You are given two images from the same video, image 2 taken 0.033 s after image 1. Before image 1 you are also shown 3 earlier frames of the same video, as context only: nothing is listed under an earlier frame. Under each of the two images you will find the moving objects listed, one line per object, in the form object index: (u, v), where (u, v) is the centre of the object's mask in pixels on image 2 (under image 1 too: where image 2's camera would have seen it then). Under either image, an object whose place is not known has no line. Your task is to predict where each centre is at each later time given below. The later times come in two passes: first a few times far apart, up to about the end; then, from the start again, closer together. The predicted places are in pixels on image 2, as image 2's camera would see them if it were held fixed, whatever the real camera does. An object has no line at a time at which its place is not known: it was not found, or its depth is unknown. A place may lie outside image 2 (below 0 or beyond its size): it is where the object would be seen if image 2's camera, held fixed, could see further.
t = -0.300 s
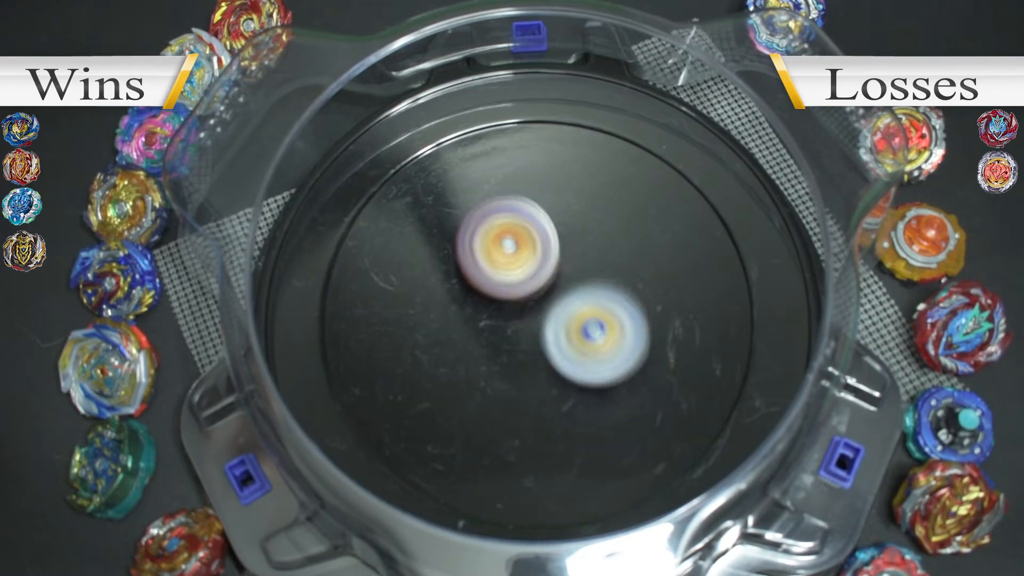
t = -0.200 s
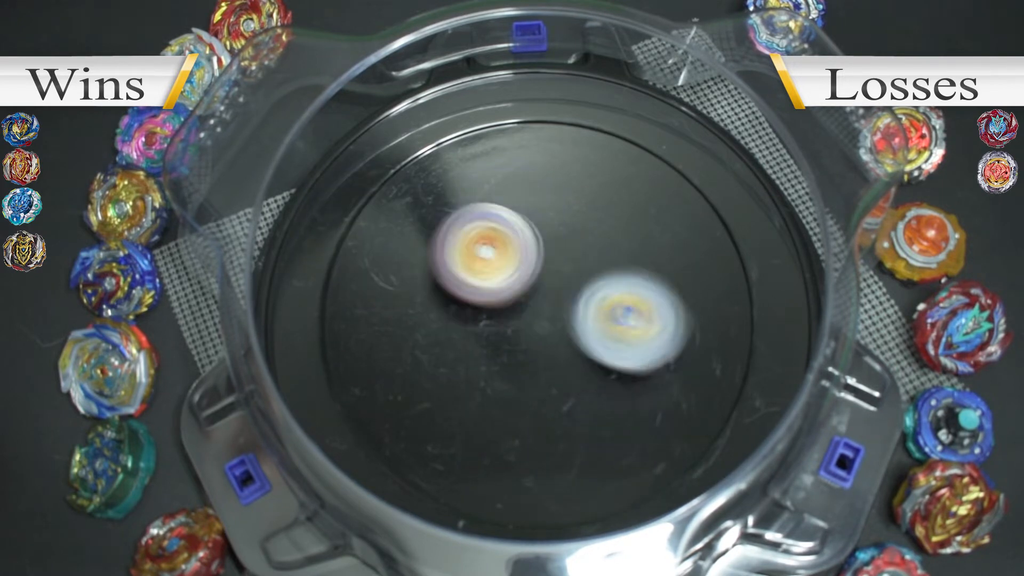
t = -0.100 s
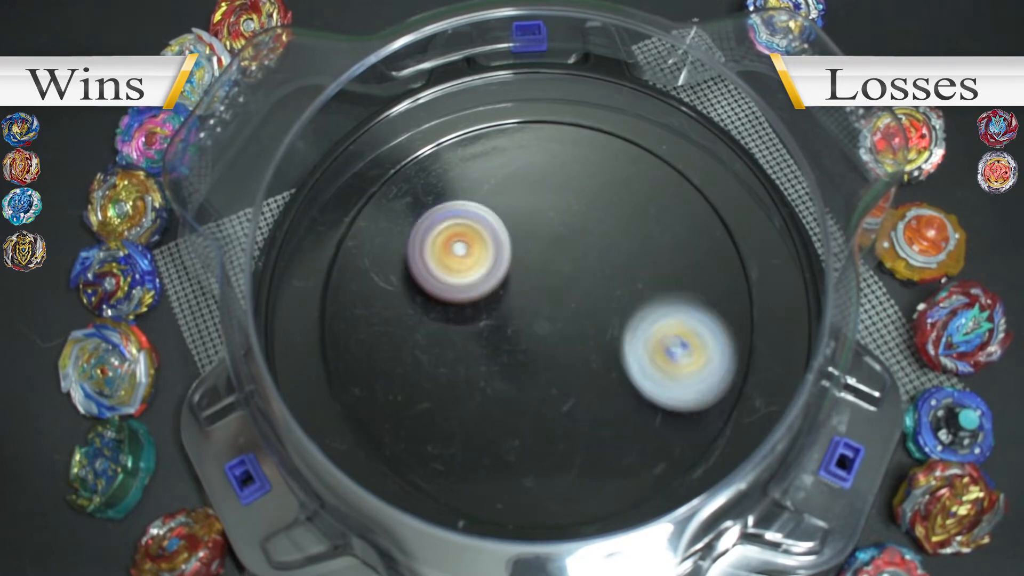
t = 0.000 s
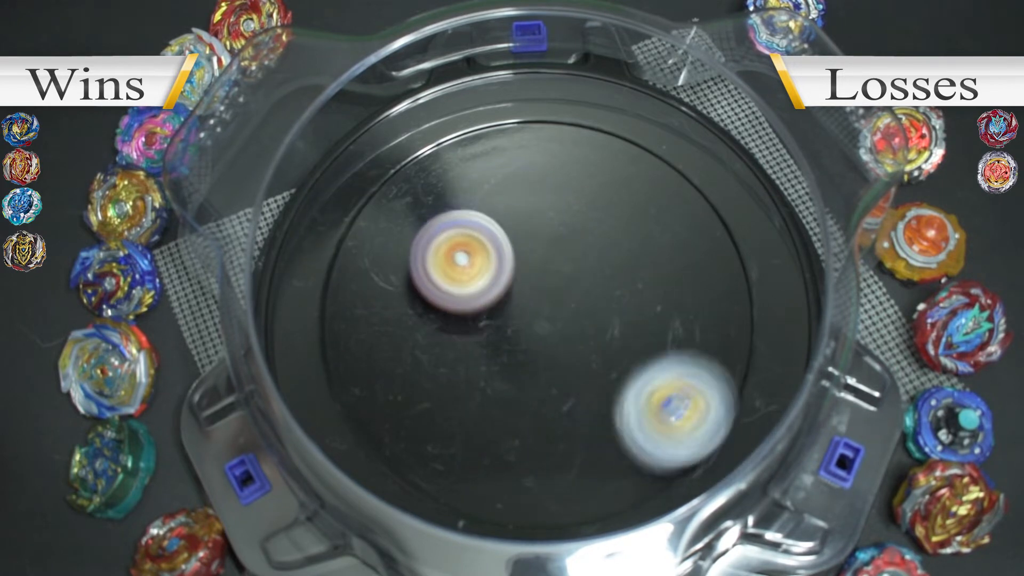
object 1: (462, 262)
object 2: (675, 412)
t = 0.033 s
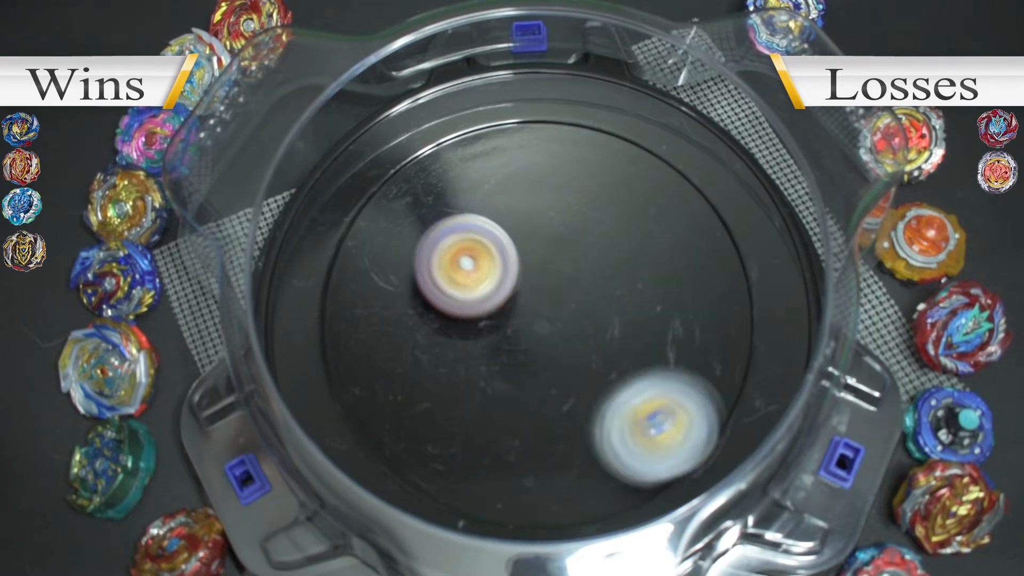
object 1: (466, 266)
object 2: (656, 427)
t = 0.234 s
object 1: (510, 277)
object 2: (506, 389)
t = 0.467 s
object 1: (576, 221)
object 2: (472, 299)
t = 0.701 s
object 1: (663, 199)
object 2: (411, 297)
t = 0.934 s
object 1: (630, 275)
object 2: (469, 347)
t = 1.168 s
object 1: (795, 141)
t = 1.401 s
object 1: (663, 177)
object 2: (462, 299)
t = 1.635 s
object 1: (629, 220)
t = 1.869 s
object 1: (567, 253)
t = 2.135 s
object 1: (456, 305)
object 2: (609, 348)
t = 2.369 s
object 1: (438, 351)
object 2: (713, 313)
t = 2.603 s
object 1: (478, 356)
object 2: (660, 320)
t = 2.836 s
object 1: (480, 390)
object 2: (580, 232)
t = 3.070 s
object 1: (502, 391)
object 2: (537, 160)
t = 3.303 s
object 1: (541, 355)
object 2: (517, 188)
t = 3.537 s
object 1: (609, 302)
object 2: (471, 289)
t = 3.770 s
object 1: (665, 253)
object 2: (455, 369)
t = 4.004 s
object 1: (589, 256)
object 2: (524, 411)
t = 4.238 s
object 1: (510, 294)
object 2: (601, 376)
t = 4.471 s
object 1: (495, 321)
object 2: (612, 301)
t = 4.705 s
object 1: (508, 337)
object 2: (557, 243)
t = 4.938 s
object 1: (531, 343)
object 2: (482, 254)
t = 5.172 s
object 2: (449, 323)
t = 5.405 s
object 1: (570, 328)
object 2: (480, 418)
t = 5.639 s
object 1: (567, 304)
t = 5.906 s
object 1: (559, 276)
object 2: (639, 348)
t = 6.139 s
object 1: (538, 275)
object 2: (638, 255)
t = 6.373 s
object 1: (534, 282)
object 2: (607, 233)
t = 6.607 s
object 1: (529, 291)
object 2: (580, 228)
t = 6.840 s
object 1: (529, 292)
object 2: (580, 229)
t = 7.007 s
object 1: (529, 292)
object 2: (580, 229)
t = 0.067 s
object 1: (473, 272)
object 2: (632, 435)
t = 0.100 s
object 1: (479, 277)
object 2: (604, 436)
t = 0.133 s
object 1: (487, 282)
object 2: (575, 428)
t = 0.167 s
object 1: (494, 286)
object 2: (549, 412)
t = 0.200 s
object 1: (502, 290)
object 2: (527, 394)
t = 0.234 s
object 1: (510, 277)
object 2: (506, 389)
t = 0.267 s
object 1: (521, 260)
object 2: (491, 384)
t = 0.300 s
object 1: (530, 249)
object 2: (477, 374)
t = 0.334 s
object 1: (538, 239)
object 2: (468, 359)
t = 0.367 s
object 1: (546, 234)
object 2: (464, 340)
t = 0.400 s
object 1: (551, 232)
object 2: (469, 319)
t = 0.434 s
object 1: (556, 231)
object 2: (477, 301)
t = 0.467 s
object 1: (576, 221)
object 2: (472, 299)
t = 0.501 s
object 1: (603, 204)
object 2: (457, 306)
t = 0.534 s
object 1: (624, 193)
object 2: (444, 312)
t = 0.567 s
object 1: (643, 187)
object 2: (432, 314)
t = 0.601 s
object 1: (655, 185)
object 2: (420, 314)
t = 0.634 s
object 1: (662, 186)
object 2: (412, 311)
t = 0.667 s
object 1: (665, 191)
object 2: (408, 305)
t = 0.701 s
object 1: (663, 199)
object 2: (411, 297)
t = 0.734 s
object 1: (658, 207)
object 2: (420, 291)
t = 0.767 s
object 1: (651, 218)
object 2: (433, 289)
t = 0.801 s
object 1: (640, 232)
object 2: (450, 289)
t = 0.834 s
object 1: (627, 245)
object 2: (468, 293)
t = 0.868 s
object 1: (613, 260)
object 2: (486, 302)
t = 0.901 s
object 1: (600, 276)
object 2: (500, 318)
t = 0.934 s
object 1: (630, 275)
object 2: (469, 347)
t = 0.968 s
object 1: (679, 265)
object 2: (420, 378)
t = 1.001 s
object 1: (726, 253)
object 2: (379, 402)
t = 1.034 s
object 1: (763, 241)
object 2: (347, 415)
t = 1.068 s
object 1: (798, 227)
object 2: (325, 423)
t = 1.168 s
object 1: (795, 141)
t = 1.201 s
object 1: (777, 121)
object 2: (339, 388)
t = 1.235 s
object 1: (746, 95)
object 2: (348, 374)
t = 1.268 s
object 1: (732, 90)
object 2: (362, 355)
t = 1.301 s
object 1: (725, 107)
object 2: (380, 338)
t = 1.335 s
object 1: (706, 127)
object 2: (405, 322)
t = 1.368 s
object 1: (684, 158)
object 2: (432, 308)
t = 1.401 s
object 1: (663, 177)
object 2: (462, 299)
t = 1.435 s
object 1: (627, 218)
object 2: (494, 292)
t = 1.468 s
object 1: (609, 241)
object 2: (516, 302)
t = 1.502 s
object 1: (619, 232)
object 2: (508, 339)
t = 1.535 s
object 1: (628, 224)
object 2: (500, 374)
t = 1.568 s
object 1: (633, 219)
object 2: (495, 404)
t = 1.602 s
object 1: (632, 219)
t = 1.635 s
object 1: (629, 220)
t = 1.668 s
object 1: (625, 223)
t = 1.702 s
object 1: (620, 225)
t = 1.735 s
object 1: (611, 230)
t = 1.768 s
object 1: (602, 236)
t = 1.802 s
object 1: (592, 241)
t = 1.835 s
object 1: (581, 248)
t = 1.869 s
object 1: (567, 253)
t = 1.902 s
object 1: (553, 260)
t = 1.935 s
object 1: (540, 267)
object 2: (508, 419)
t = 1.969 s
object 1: (527, 274)
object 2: (519, 402)
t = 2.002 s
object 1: (515, 283)
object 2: (534, 388)
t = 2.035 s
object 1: (501, 289)
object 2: (553, 374)
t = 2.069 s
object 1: (485, 293)
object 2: (573, 363)
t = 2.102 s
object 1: (470, 299)
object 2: (591, 356)
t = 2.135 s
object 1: (456, 305)
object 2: (609, 348)
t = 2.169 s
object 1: (445, 313)
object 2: (626, 339)
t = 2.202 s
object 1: (438, 321)
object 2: (642, 333)
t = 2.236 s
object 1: (435, 329)
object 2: (659, 327)
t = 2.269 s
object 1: (432, 336)
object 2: (675, 321)
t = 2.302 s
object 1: (431, 343)
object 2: (689, 316)
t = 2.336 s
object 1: (434, 347)
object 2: (701, 314)
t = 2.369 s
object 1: (438, 351)
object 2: (713, 313)
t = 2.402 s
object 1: (441, 353)
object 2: (720, 315)
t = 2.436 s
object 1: (447, 354)
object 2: (720, 317)
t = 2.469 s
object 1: (453, 354)
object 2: (715, 320)
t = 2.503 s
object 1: (459, 354)
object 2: (706, 323)
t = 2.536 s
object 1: (465, 354)
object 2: (694, 324)
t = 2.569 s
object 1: (472, 356)
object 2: (680, 323)
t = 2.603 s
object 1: (478, 356)
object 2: (660, 320)
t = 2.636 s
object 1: (483, 355)
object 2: (640, 316)
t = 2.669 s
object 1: (489, 354)
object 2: (621, 309)
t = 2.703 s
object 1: (498, 351)
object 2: (605, 300)
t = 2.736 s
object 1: (500, 355)
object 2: (592, 288)
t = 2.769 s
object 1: (490, 367)
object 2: (589, 265)
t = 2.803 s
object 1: (484, 380)
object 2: (585, 245)
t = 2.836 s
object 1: (480, 390)
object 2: (580, 232)
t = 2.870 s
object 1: (482, 396)
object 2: (575, 220)
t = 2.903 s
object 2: (569, 208)
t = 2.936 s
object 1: (486, 401)
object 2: (564, 197)
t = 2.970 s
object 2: (558, 187)
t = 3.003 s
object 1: (492, 397)
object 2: (551, 176)
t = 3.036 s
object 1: (498, 395)
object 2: (544, 168)
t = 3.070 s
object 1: (502, 391)
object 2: (537, 160)
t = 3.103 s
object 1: (510, 389)
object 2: (531, 152)
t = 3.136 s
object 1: (516, 387)
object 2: (527, 149)
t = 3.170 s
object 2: (525, 149)
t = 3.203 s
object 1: (523, 377)
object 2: (523, 155)
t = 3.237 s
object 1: (528, 371)
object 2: (523, 163)
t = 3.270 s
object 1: (534, 363)
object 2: (521, 174)
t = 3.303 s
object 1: (541, 355)
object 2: (517, 188)
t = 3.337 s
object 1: (549, 348)
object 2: (512, 205)
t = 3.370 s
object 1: (556, 341)
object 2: (507, 220)
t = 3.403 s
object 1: (561, 333)
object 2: (502, 235)
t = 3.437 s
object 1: (570, 324)
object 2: (496, 249)
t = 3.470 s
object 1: (576, 317)
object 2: (491, 263)
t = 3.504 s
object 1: (583, 312)
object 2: (486, 278)
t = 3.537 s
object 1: (609, 302)
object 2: (471, 289)
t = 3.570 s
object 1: (628, 298)
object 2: (459, 300)
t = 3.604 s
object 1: (649, 289)
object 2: (452, 314)
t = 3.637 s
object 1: (663, 283)
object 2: (449, 325)
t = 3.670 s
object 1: (670, 274)
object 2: (448, 337)
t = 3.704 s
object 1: (673, 268)
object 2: (448, 347)
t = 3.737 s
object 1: (669, 261)
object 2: (450, 358)
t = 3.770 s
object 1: (665, 253)
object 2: (455, 369)
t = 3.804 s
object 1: (659, 249)
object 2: (461, 379)
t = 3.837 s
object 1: (649, 246)
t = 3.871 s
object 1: (641, 247)
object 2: (477, 395)
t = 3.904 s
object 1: (629, 248)
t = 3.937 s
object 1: (616, 249)
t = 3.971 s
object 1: (605, 254)
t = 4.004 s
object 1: (589, 256)
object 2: (524, 411)
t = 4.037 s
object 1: (576, 258)
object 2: (537, 411)
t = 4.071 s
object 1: (567, 264)
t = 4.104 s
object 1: (550, 268)
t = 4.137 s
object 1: (538, 272)
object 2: (573, 399)
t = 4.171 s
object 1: (528, 279)
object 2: (583, 393)
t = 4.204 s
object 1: (517, 287)
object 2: (594, 386)
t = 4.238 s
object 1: (510, 294)
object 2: (601, 376)
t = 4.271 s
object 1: (506, 300)
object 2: (607, 366)
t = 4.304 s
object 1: (500, 307)
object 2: (612, 356)
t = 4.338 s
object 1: (496, 314)
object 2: (615, 344)
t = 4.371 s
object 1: (495, 316)
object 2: (617, 333)
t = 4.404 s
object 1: (496, 318)
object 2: (616, 322)
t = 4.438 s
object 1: (496, 319)
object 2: (615, 311)
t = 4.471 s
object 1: (495, 321)
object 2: (612, 301)
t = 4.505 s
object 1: (495, 319)
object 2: (607, 292)
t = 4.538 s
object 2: (600, 283)
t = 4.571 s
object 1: (510, 321)
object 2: (593, 274)
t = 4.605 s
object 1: (507, 331)
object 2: (587, 264)
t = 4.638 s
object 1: (503, 334)
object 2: (580, 254)
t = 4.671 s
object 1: (502, 335)
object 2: (569, 246)
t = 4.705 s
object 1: (508, 337)
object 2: (557, 243)
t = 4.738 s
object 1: (514, 339)
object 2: (547, 240)
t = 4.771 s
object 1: (522, 339)
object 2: (534, 237)
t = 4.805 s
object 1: (528, 342)
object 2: (520, 239)
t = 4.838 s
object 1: (530, 343)
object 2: (511, 242)
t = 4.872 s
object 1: (532, 344)
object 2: (499, 245)
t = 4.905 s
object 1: (531, 344)
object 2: (490, 250)
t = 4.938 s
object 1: (531, 343)
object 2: (482, 254)
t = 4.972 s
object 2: (475, 263)
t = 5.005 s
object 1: (533, 342)
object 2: (468, 269)
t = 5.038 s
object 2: (458, 276)
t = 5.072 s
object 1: (541, 344)
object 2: (454, 288)
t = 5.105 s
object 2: (451, 298)
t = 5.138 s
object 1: (542, 343)
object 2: (448, 309)
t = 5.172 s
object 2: (449, 323)
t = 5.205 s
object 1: (549, 337)
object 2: (447, 340)
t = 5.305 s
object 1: (566, 327)
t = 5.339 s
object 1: (569, 327)
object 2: (459, 400)
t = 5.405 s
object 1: (570, 328)
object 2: (480, 418)
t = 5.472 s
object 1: (570, 332)
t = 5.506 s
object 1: (570, 332)
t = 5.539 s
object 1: (569, 331)
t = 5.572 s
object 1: (569, 325)
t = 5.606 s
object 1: (569, 314)
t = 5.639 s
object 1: (567, 304)
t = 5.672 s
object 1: (565, 297)
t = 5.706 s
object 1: (562, 292)
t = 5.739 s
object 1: (561, 289)
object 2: (619, 408)
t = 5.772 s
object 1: (560, 285)
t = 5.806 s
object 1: (560, 283)
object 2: (633, 389)
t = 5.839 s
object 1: (559, 280)
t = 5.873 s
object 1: (559, 277)
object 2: (638, 359)
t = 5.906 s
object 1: (559, 276)
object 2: (639, 348)
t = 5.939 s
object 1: (559, 276)
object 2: (638, 331)
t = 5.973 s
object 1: (556, 275)
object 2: (639, 315)
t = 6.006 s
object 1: (549, 274)
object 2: (641, 303)
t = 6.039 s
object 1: (543, 274)
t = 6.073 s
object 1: (539, 274)
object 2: (644, 275)
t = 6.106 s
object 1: (538, 275)
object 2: (642, 262)
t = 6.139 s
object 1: (538, 275)
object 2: (638, 255)
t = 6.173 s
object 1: (538, 275)
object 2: (634, 251)
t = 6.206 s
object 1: (538, 275)
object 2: (630, 246)
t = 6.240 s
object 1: (538, 275)
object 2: (626, 243)
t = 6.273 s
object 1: (538, 275)
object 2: (620, 239)
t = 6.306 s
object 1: (537, 275)
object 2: (616, 238)
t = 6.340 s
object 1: (536, 279)
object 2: (611, 235)
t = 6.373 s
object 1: (534, 282)
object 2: (607, 233)
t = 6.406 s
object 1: (532, 284)
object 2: (603, 232)
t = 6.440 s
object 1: (531, 287)
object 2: (599, 231)
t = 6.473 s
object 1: (531, 288)
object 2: (595, 230)
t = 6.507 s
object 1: (531, 288)
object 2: (591, 229)
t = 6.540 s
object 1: (530, 289)
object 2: (586, 229)
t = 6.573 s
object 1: (529, 290)
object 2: (582, 228)
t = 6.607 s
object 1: (529, 291)
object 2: (580, 228)
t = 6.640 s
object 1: (529, 291)
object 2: (580, 228)
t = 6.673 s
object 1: (529, 291)
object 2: (580, 228)
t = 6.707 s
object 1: (529, 292)
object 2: (580, 228)
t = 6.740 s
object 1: (529, 292)
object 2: (580, 229)
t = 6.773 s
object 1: (529, 292)
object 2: (580, 229)
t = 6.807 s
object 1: (529, 292)
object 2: (580, 229)
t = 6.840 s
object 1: (529, 292)
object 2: (580, 229)
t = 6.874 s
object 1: (529, 292)
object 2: (580, 229)
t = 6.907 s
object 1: (529, 292)
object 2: (580, 229)
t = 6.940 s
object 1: (529, 292)
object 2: (580, 229)
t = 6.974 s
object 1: (529, 292)
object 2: (580, 229)
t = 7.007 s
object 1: (529, 292)
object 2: (580, 229)
